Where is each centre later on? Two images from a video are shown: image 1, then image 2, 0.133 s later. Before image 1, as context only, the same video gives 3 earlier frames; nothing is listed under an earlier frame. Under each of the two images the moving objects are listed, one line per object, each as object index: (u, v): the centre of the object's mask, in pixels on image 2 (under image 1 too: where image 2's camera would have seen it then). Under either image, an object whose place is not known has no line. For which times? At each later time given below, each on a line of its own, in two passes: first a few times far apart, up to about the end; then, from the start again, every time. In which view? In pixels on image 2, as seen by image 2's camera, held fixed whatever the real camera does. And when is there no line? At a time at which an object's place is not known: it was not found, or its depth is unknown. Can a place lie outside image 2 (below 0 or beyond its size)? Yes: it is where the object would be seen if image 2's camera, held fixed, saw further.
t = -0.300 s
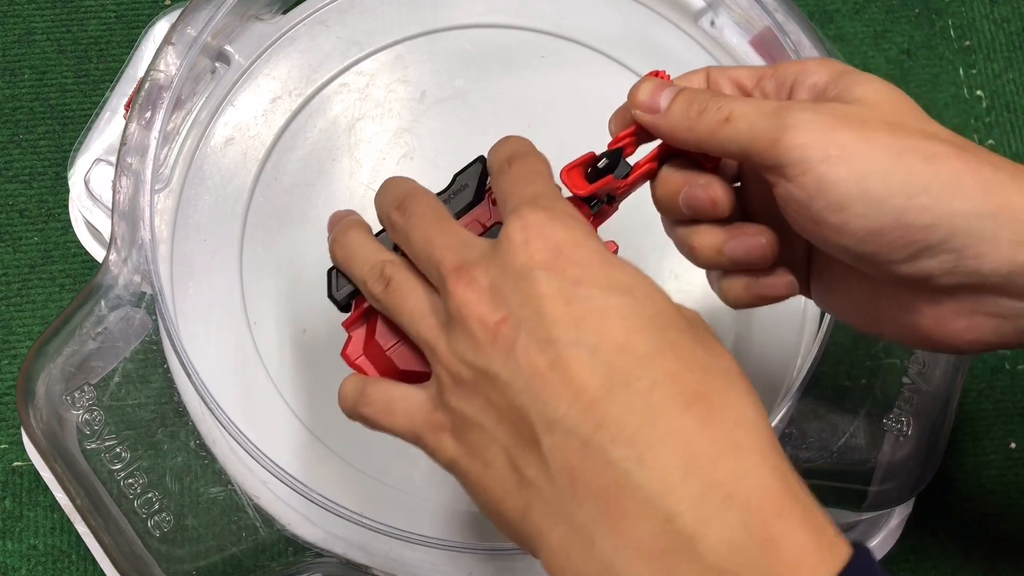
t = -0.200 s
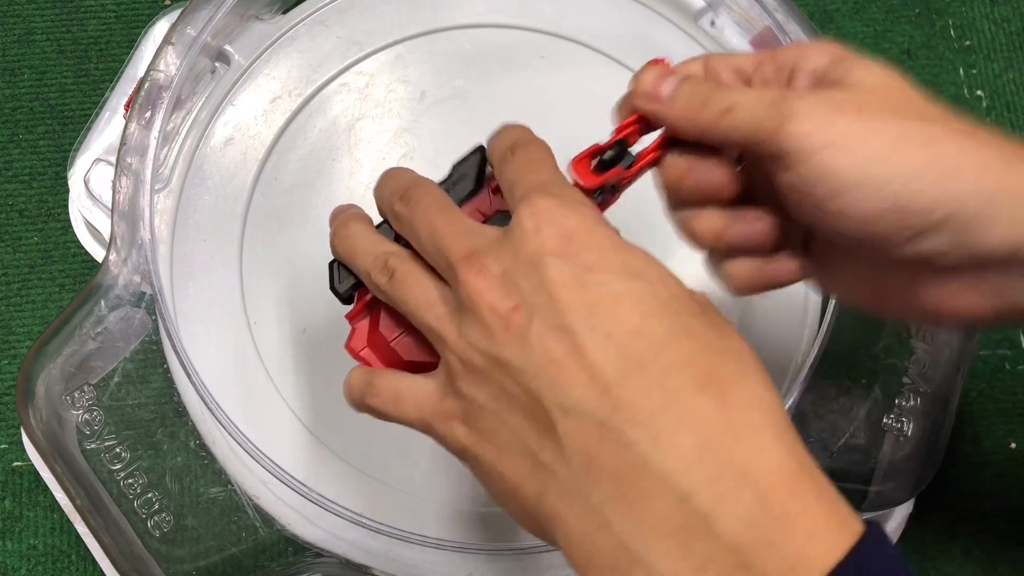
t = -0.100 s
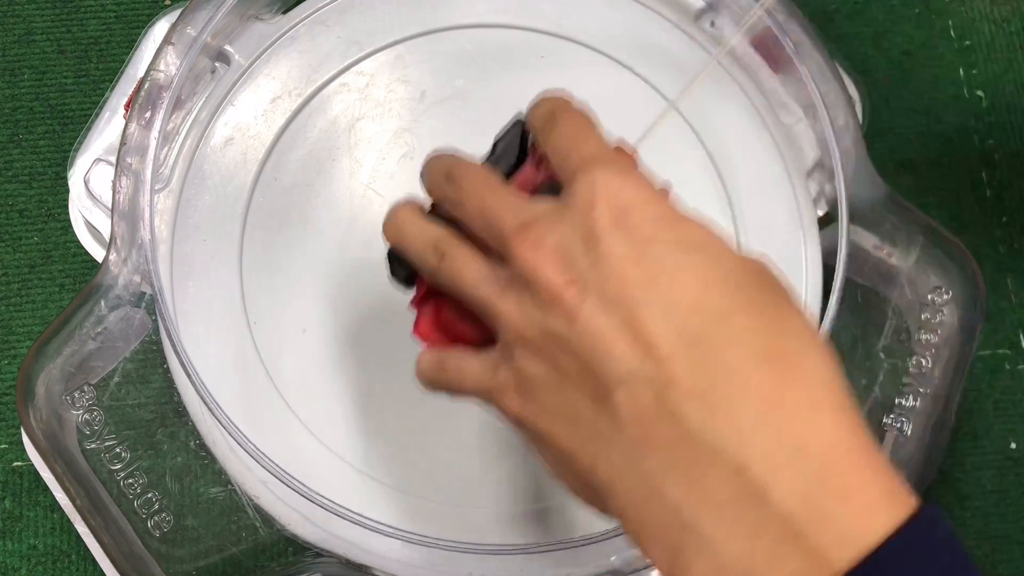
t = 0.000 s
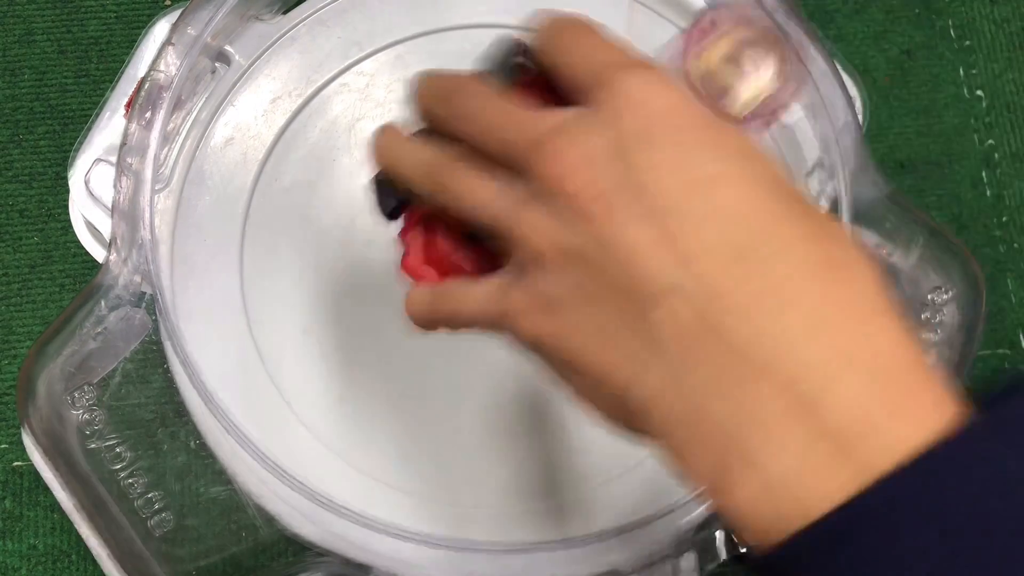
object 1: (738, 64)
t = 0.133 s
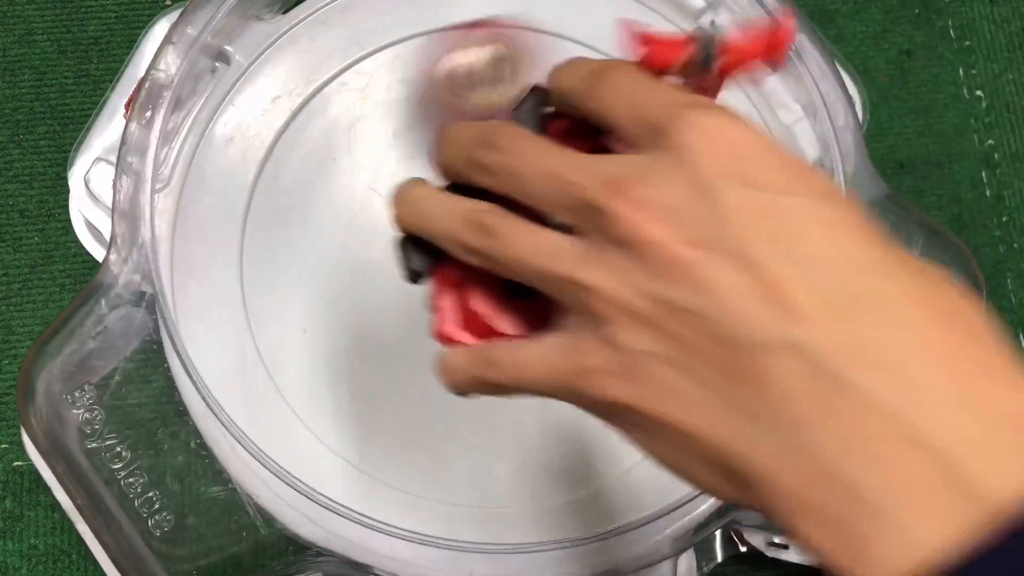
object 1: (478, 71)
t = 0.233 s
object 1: (302, 145)
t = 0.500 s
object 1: (507, 502)
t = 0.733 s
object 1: (729, 219)
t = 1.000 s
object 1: (214, 177)
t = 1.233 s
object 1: (286, 506)
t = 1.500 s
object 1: (491, 353)
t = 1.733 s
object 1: (585, 100)
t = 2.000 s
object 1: (367, 81)
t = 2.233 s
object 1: (350, 437)
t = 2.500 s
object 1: (642, 71)
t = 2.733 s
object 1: (267, 518)
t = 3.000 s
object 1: (598, 286)
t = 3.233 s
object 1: (715, 84)
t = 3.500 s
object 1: (474, 131)
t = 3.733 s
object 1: (401, 420)
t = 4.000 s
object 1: (685, 441)
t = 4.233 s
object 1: (749, 146)
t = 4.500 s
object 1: (368, 17)
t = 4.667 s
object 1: (272, 284)
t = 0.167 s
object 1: (413, 97)
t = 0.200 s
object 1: (354, 119)
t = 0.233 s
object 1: (302, 145)
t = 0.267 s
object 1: (255, 181)
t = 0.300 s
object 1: (235, 228)
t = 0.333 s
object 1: (238, 281)
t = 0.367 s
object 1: (263, 339)
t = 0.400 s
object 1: (304, 395)
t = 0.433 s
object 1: (361, 448)
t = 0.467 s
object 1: (432, 484)
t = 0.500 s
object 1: (507, 502)
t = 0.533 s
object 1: (583, 499)
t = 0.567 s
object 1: (649, 466)
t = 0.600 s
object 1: (713, 416)
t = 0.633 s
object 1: (760, 360)
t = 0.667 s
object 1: (795, 295)
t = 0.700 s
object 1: (794, 235)
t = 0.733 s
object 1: (729, 219)
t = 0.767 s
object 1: (664, 196)
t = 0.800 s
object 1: (590, 175)
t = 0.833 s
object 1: (511, 153)
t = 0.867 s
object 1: (435, 137)
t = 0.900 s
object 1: (356, 125)
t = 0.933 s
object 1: (277, 119)
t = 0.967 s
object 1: (225, 132)
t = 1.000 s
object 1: (214, 177)
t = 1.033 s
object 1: (212, 228)
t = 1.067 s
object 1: (212, 278)
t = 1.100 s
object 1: (212, 337)
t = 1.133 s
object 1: (218, 391)
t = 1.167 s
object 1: (239, 449)
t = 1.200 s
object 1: (271, 499)
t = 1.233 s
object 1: (286, 506)
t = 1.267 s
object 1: (298, 490)
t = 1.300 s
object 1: (314, 473)
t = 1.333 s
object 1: (340, 447)
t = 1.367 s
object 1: (360, 438)
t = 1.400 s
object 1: (388, 421)
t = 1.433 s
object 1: (421, 402)
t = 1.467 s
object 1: (457, 378)
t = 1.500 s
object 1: (491, 353)
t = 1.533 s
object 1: (522, 326)
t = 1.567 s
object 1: (548, 293)
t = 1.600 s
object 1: (569, 256)
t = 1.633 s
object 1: (584, 215)
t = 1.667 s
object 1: (591, 175)
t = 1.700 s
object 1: (591, 138)
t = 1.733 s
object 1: (585, 100)
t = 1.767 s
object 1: (572, 68)
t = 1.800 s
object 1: (555, 43)
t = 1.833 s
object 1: (533, 30)
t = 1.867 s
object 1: (506, 26)
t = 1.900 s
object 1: (474, 32)
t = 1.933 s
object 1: (438, 41)
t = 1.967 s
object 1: (403, 55)
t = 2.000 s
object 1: (367, 81)
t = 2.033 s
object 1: (328, 113)
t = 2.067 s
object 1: (290, 153)
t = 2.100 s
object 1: (255, 196)
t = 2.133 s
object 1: (251, 253)
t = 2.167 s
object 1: (266, 316)
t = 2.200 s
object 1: (300, 380)
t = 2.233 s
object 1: (350, 437)
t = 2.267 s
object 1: (426, 472)
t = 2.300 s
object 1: (513, 482)
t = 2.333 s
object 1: (602, 464)
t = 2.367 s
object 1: (677, 412)
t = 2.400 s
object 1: (729, 333)
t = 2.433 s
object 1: (733, 241)
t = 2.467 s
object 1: (713, 146)
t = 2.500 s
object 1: (642, 71)
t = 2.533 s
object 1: (539, 38)
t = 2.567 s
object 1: (421, 46)
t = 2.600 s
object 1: (304, 94)
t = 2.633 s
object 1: (213, 177)
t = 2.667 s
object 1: (216, 296)
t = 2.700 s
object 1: (222, 407)
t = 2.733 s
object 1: (267, 518)
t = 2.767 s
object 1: (292, 506)
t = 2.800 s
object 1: (329, 477)
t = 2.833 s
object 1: (366, 446)
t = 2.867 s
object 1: (406, 418)
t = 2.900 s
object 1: (451, 386)
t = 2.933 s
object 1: (501, 351)
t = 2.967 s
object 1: (550, 318)
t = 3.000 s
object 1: (598, 286)
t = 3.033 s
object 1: (646, 256)
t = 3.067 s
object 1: (700, 219)
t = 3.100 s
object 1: (737, 182)
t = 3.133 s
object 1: (741, 148)
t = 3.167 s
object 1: (738, 124)
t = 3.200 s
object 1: (738, 97)
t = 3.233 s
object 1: (715, 84)
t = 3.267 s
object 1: (690, 74)
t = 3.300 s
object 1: (663, 66)
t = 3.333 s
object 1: (638, 64)
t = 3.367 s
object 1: (605, 67)
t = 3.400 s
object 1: (572, 72)
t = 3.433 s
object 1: (537, 85)
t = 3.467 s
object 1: (505, 105)
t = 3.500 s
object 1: (474, 131)
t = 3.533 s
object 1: (445, 163)
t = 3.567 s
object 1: (420, 201)
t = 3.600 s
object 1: (400, 244)
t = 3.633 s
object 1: (388, 288)
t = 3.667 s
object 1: (384, 334)
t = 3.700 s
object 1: (387, 376)
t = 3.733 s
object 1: (401, 420)
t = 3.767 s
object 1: (424, 457)
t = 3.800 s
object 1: (457, 488)
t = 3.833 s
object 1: (495, 497)
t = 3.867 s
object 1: (533, 492)
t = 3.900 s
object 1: (573, 487)
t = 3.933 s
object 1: (619, 489)
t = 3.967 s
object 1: (664, 480)
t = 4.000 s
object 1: (685, 441)
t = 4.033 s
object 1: (713, 412)
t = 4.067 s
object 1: (739, 374)
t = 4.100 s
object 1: (754, 337)
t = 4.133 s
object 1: (768, 291)
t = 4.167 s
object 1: (772, 241)
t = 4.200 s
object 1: (765, 195)
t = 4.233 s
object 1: (749, 146)
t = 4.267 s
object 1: (722, 106)
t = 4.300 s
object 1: (687, 63)
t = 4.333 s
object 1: (642, 36)
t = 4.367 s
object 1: (591, 23)
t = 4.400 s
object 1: (540, 16)
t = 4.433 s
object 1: (482, 12)
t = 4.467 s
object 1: (424, 13)
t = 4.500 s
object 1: (368, 17)
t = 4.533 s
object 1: (333, 37)
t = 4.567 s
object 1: (309, 83)
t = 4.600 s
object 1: (289, 146)
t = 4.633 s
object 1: (274, 214)
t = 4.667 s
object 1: (272, 284)
